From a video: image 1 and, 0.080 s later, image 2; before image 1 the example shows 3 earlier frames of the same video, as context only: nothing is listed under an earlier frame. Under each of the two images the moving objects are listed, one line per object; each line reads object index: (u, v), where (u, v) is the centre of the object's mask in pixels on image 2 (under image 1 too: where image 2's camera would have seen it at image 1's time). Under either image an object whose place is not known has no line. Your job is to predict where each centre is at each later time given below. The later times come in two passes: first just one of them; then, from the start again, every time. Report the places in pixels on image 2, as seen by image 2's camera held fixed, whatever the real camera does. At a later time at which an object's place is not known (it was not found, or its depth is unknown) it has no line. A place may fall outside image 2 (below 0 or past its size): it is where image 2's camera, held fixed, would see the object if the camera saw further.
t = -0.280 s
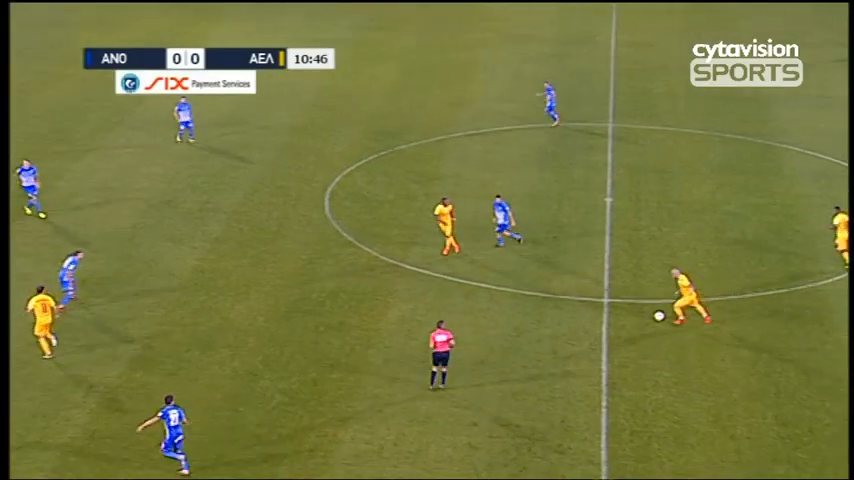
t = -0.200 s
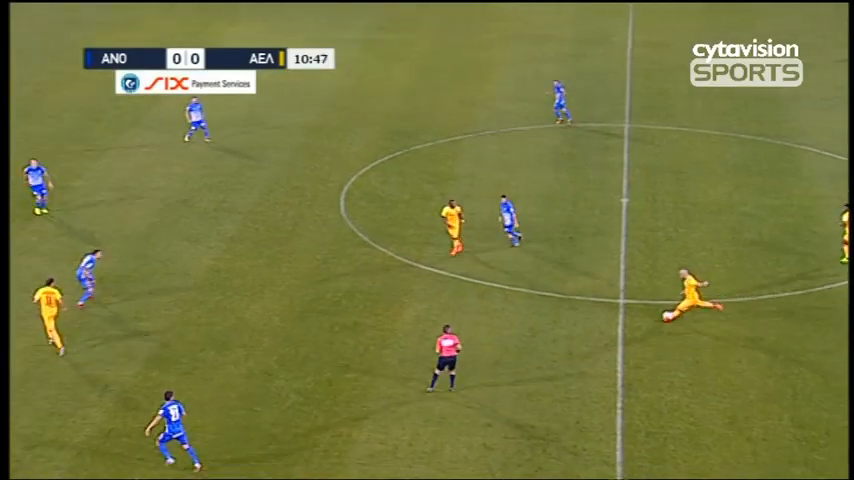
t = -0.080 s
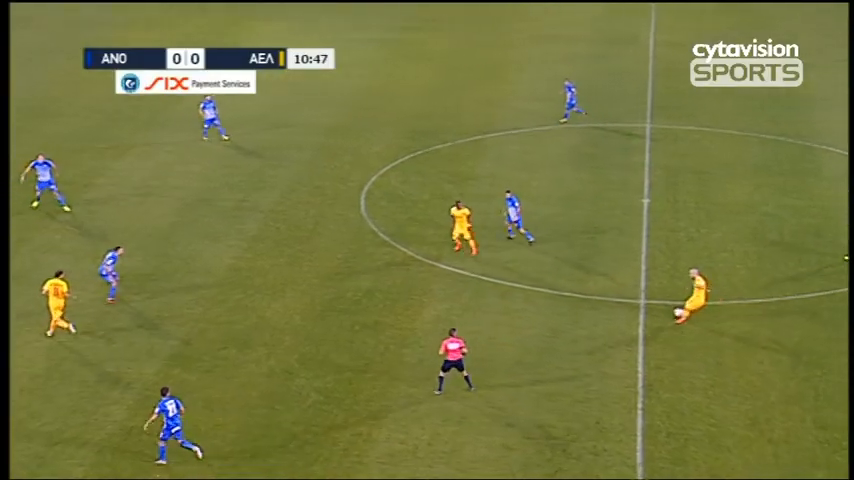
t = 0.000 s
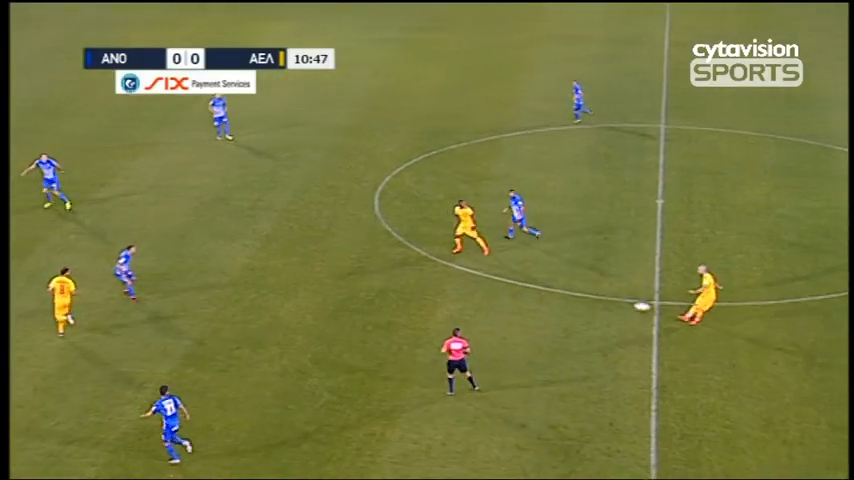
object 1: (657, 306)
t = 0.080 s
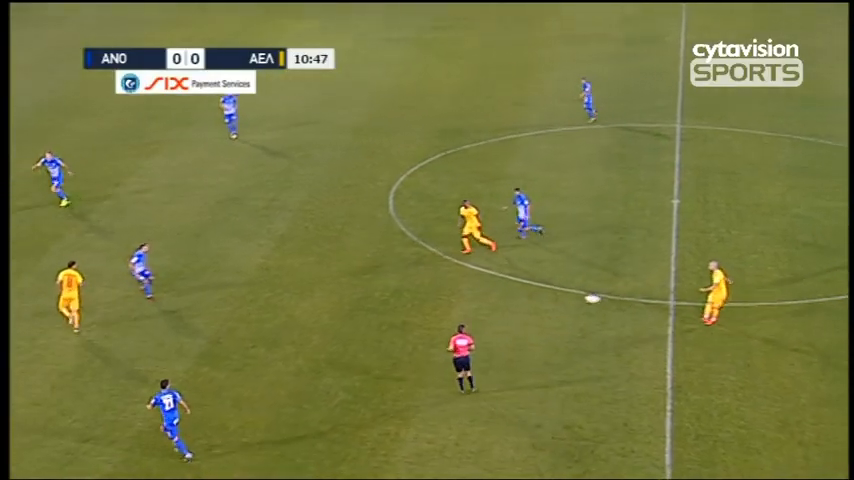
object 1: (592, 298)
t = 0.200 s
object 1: (496, 288)
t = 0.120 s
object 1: (561, 295)
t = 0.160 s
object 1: (528, 291)
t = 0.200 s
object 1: (496, 288)
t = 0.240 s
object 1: (465, 285)
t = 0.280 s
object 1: (433, 282)
